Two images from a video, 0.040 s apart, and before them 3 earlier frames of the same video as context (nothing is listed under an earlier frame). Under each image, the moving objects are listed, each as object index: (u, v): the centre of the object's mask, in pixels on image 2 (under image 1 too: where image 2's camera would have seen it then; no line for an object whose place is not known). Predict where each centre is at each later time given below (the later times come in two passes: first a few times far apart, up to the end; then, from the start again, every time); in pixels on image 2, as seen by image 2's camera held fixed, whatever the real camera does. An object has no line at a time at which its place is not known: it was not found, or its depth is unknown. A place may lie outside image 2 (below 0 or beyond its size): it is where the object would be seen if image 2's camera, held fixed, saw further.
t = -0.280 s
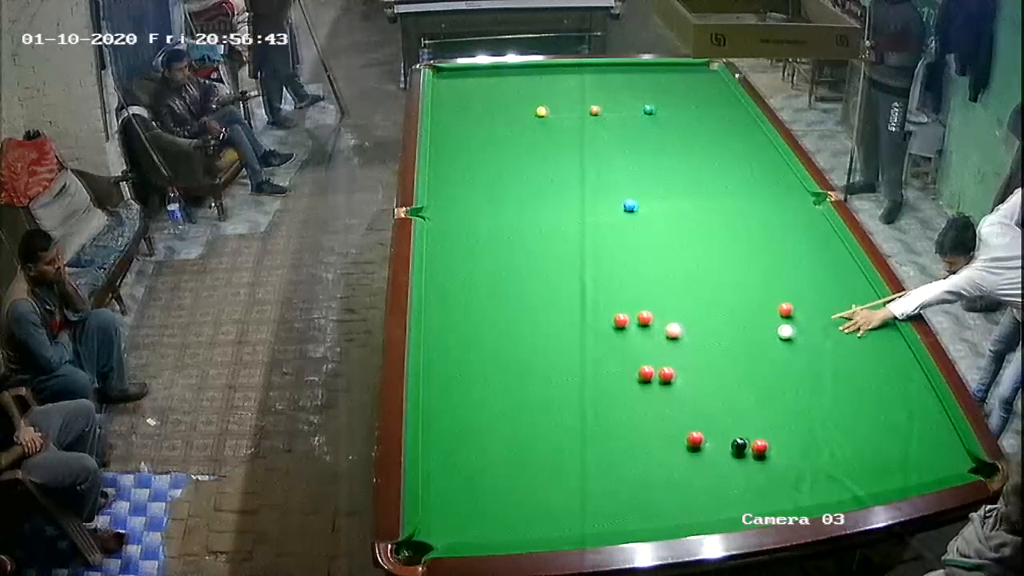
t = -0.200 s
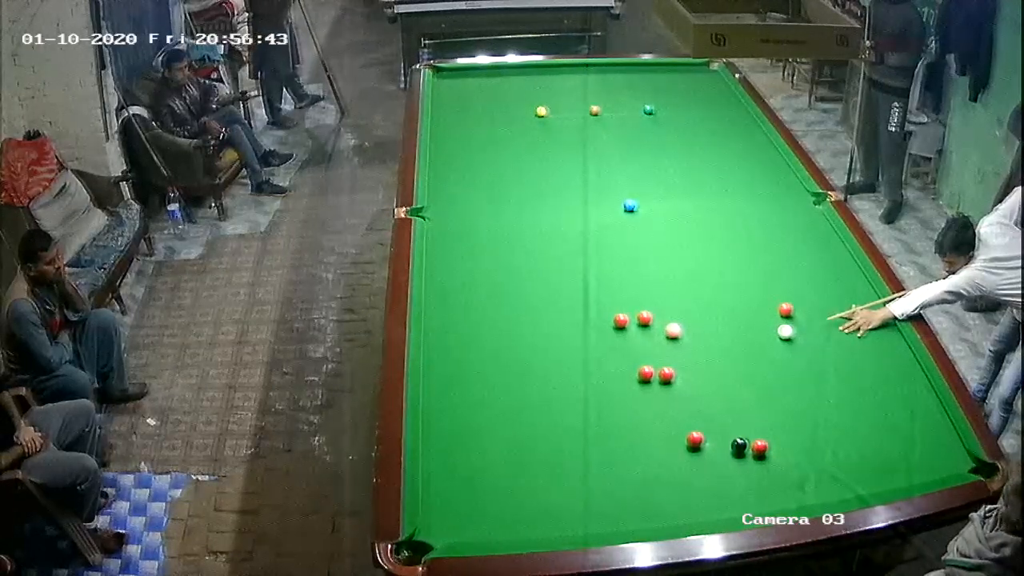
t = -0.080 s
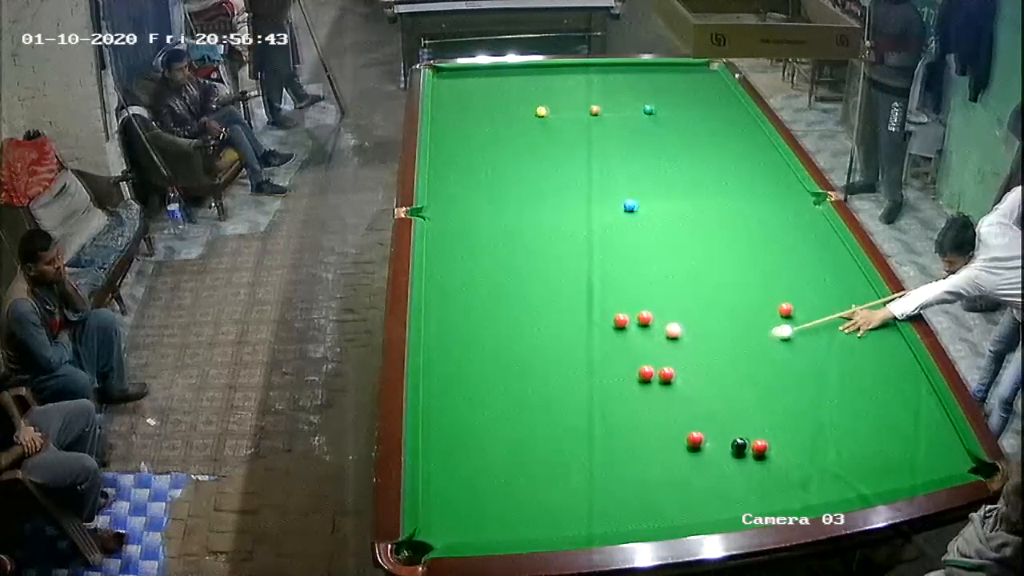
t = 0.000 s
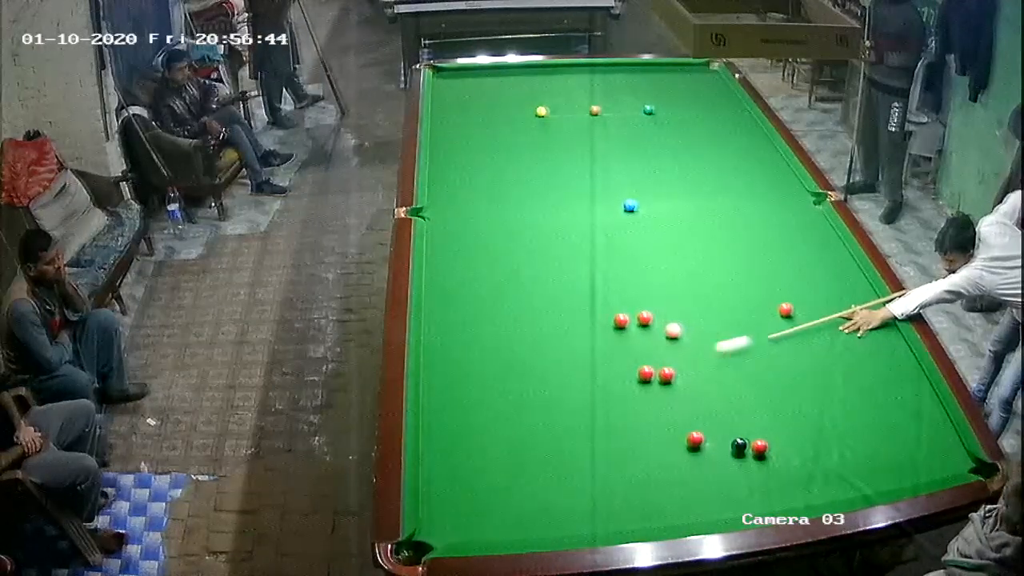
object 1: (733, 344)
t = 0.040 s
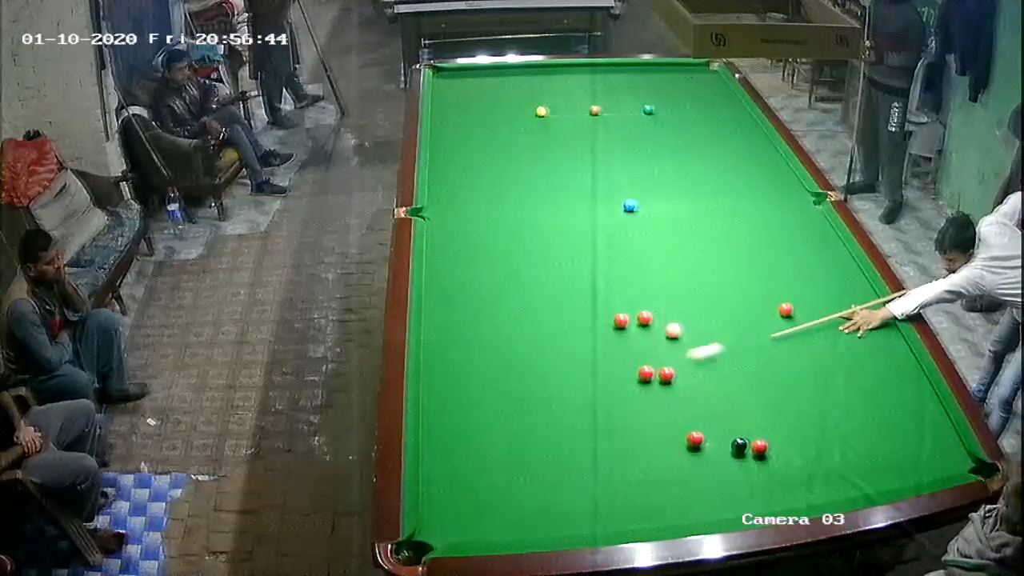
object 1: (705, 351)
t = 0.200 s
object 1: (631, 354)
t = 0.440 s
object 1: (577, 333)
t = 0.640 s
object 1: (536, 316)
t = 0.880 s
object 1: (490, 297)
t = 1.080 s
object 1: (455, 283)
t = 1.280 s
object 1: (436, 269)
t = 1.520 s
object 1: (462, 253)
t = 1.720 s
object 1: (481, 240)
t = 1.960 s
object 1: (503, 226)
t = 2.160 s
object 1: (519, 216)
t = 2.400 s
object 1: (536, 205)
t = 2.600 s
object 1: (550, 196)
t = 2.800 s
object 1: (562, 188)
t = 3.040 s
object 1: (576, 180)
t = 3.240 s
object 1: (586, 173)
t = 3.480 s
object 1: (597, 166)
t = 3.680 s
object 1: (606, 161)
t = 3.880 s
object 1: (614, 156)
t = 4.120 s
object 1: (623, 151)
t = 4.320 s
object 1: (630, 147)
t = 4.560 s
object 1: (637, 142)
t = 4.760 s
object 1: (642, 139)
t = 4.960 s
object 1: (648, 136)
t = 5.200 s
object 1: (653, 133)
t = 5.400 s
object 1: (657, 131)
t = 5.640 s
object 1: (661, 129)
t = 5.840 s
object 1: (665, 128)
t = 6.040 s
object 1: (667, 127)
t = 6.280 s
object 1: (670, 126)
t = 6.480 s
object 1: (671, 125)
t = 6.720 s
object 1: (672, 125)
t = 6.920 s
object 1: (673, 124)
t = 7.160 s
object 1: (673, 125)
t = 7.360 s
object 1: (673, 124)
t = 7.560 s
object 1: (673, 124)
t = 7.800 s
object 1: (673, 125)
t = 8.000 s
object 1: (673, 124)
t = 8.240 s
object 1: (673, 124)
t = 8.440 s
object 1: (673, 124)
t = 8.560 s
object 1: (673, 124)
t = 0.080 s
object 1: (677, 358)
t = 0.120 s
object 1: (654, 362)
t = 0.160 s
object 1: (641, 359)
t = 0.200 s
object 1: (631, 354)
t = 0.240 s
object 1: (622, 351)
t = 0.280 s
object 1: (613, 348)
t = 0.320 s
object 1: (604, 344)
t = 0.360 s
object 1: (594, 340)
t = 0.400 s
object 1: (586, 336)
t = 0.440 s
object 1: (577, 333)
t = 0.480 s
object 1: (569, 330)
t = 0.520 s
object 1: (561, 326)
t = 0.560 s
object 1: (553, 323)
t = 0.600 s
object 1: (544, 319)
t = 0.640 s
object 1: (536, 316)
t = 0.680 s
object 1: (528, 313)
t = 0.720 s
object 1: (520, 309)
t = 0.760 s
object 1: (513, 306)
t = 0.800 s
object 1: (505, 303)
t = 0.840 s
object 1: (497, 300)
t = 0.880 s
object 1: (490, 297)
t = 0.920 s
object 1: (483, 294)
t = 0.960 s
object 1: (476, 291)
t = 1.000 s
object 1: (469, 289)
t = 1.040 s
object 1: (462, 286)
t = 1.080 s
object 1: (455, 283)
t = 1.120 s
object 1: (448, 280)
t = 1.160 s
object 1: (442, 278)
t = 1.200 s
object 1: (436, 275)
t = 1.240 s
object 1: (432, 272)
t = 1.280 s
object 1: (436, 269)
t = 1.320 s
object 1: (441, 266)
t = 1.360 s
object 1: (445, 264)
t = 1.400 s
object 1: (450, 261)
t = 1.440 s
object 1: (454, 258)
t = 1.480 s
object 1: (458, 255)
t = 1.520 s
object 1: (462, 253)
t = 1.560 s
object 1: (466, 250)
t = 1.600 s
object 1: (470, 247)
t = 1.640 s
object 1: (474, 245)
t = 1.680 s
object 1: (477, 243)
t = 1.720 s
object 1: (481, 240)
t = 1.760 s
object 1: (485, 238)
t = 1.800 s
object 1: (489, 236)
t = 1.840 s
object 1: (492, 233)
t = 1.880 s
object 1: (496, 231)
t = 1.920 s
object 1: (499, 229)
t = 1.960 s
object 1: (503, 226)
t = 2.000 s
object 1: (506, 224)
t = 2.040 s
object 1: (509, 222)
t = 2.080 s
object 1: (512, 220)
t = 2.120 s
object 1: (515, 218)
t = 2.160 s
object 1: (519, 216)
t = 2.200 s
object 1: (522, 214)
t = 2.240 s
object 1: (525, 212)
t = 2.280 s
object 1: (528, 210)
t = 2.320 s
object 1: (531, 209)
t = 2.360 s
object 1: (533, 207)
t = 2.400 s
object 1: (536, 205)
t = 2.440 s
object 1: (539, 203)
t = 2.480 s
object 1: (542, 201)
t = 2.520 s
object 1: (545, 199)
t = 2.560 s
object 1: (547, 198)
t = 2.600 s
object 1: (550, 196)
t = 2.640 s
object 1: (552, 195)
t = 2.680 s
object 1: (555, 193)
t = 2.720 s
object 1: (557, 192)
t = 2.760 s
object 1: (560, 190)
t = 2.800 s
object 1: (562, 188)
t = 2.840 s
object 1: (565, 187)
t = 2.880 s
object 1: (567, 186)
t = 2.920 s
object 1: (569, 184)
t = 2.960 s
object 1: (571, 183)
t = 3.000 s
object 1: (573, 181)
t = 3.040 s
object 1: (576, 180)
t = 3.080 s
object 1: (578, 179)
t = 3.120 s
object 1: (580, 177)
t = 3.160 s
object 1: (582, 176)
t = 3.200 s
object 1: (584, 175)
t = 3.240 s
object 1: (586, 173)
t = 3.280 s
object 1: (588, 172)
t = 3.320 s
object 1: (590, 171)
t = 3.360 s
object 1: (591, 170)
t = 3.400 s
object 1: (593, 168)
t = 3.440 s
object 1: (595, 167)
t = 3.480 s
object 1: (597, 166)
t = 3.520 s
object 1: (599, 165)
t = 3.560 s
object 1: (601, 164)
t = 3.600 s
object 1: (602, 163)
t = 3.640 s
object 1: (604, 162)
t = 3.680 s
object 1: (606, 161)
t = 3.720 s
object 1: (607, 160)
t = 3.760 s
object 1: (609, 159)
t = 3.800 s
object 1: (611, 158)
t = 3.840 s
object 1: (612, 157)
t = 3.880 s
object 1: (614, 156)
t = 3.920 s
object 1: (615, 155)
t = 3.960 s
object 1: (617, 154)
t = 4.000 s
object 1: (618, 153)
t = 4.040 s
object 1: (620, 152)
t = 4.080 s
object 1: (621, 151)
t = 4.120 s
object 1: (623, 151)
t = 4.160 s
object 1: (624, 150)
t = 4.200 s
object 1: (625, 149)
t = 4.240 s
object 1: (627, 148)
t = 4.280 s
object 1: (628, 147)
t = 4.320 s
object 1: (630, 147)
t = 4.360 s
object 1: (631, 146)
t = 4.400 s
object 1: (632, 145)
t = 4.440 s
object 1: (633, 145)
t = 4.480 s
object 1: (634, 144)
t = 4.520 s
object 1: (636, 143)
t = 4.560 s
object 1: (637, 142)
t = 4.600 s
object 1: (638, 142)
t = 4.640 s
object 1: (639, 141)
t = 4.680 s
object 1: (640, 141)
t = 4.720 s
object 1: (641, 140)
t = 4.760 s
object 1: (642, 139)
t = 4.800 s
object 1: (643, 139)
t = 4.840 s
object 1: (644, 138)
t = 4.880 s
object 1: (645, 137)
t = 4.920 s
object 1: (647, 137)
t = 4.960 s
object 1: (648, 136)
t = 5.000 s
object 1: (649, 136)
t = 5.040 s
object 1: (650, 135)
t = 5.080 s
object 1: (650, 135)
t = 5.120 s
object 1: (651, 134)
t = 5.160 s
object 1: (652, 134)
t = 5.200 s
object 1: (653, 133)
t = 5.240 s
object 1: (654, 133)
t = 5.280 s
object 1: (655, 132)
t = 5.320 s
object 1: (655, 132)
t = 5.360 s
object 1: (656, 132)
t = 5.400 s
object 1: (657, 131)
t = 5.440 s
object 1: (657, 131)
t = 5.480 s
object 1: (658, 131)
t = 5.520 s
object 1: (659, 130)
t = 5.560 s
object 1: (660, 130)
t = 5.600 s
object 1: (660, 129)
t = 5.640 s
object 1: (661, 129)
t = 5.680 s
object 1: (662, 129)
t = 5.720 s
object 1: (662, 129)
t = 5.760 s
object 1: (663, 128)
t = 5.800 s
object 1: (664, 128)
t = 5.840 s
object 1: (665, 128)
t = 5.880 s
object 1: (665, 128)
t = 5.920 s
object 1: (666, 127)
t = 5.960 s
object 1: (666, 127)
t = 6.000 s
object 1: (667, 127)
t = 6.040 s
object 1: (667, 127)
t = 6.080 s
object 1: (668, 127)
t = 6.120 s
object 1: (668, 126)
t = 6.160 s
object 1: (668, 126)
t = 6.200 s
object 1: (669, 126)
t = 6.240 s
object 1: (669, 126)
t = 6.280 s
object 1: (670, 126)
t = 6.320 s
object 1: (670, 125)
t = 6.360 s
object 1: (670, 125)
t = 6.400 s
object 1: (670, 125)
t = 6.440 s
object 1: (671, 125)
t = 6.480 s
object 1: (671, 125)
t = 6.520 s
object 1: (671, 125)
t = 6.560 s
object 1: (671, 125)
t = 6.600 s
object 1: (672, 125)
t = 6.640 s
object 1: (672, 125)
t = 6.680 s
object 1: (672, 125)
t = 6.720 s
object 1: (672, 125)
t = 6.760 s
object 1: (672, 124)
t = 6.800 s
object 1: (673, 124)
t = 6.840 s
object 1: (673, 124)
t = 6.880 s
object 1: (673, 124)
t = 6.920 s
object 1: (673, 124)
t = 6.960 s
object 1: (673, 124)
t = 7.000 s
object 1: (673, 124)
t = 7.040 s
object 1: (673, 124)
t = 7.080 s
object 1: (673, 124)
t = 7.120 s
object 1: (673, 124)
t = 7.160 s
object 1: (673, 125)
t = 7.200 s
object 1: (673, 125)
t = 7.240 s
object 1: (673, 125)
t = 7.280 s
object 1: (673, 124)
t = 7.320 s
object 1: (673, 124)
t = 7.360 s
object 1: (673, 124)
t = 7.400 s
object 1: (673, 124)
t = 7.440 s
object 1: (673, 124)
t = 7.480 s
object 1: (673, 124)
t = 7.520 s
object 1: (673, 124)
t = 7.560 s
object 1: (673, 124)
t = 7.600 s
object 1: (673, 124)
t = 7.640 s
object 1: (673, 124)
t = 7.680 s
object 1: (673, 124)
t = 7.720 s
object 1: (673, 124)
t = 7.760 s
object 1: (673, 125)
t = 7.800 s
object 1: (673, 125)
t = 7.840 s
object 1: (673, 124)
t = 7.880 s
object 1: (673, 124)
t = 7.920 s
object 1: (673, 124)
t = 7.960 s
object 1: (673, 124)
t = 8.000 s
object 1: (673, 124)
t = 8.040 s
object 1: (673, 124)
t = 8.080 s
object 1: (673, 124)
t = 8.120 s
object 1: (673, 124)
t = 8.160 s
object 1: (673, 124)
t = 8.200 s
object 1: (673, 124)
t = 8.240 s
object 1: (673, 124)
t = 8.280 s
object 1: (673, 124)
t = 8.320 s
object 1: (673, 124)
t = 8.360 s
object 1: (673, 124)
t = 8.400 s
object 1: (673, 124)
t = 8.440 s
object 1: (673, 124)
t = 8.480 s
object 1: (673, 124)
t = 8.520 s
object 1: (673, 124)
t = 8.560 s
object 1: (673, 124)
